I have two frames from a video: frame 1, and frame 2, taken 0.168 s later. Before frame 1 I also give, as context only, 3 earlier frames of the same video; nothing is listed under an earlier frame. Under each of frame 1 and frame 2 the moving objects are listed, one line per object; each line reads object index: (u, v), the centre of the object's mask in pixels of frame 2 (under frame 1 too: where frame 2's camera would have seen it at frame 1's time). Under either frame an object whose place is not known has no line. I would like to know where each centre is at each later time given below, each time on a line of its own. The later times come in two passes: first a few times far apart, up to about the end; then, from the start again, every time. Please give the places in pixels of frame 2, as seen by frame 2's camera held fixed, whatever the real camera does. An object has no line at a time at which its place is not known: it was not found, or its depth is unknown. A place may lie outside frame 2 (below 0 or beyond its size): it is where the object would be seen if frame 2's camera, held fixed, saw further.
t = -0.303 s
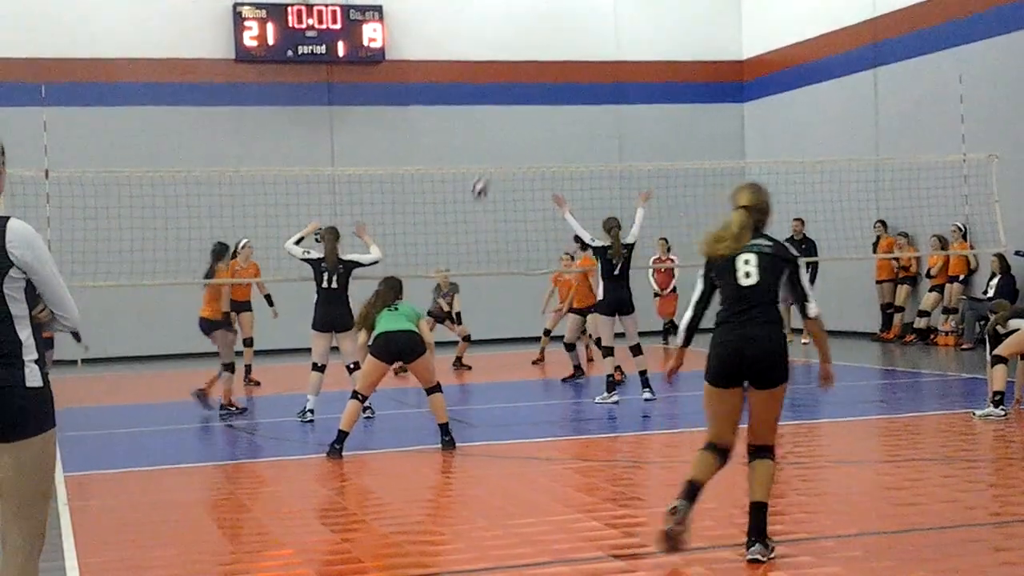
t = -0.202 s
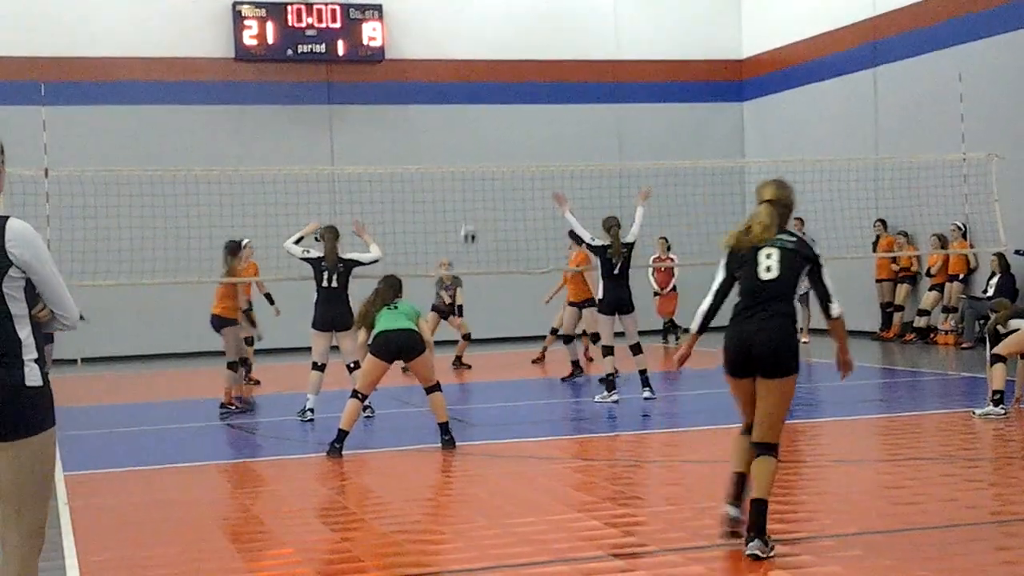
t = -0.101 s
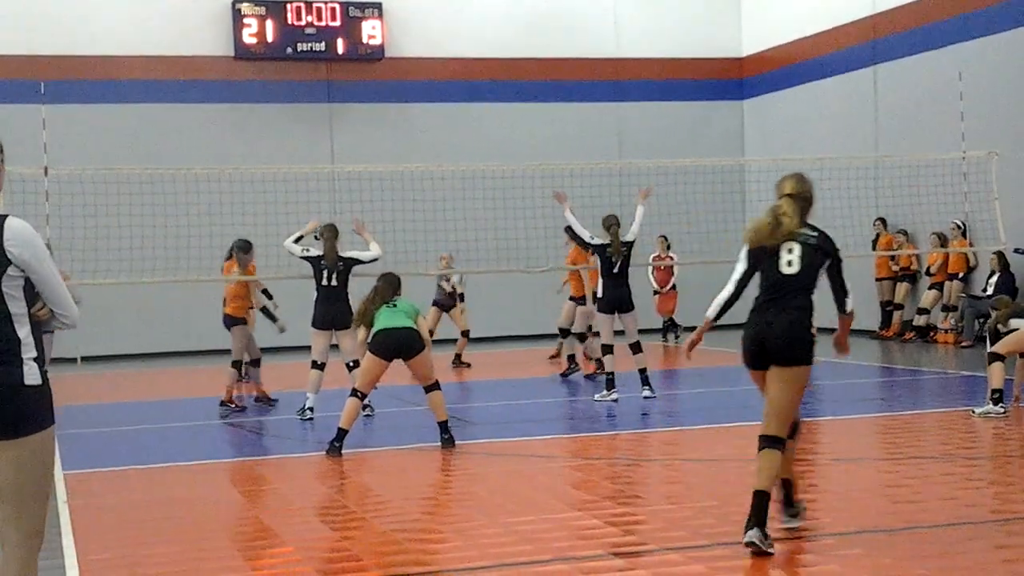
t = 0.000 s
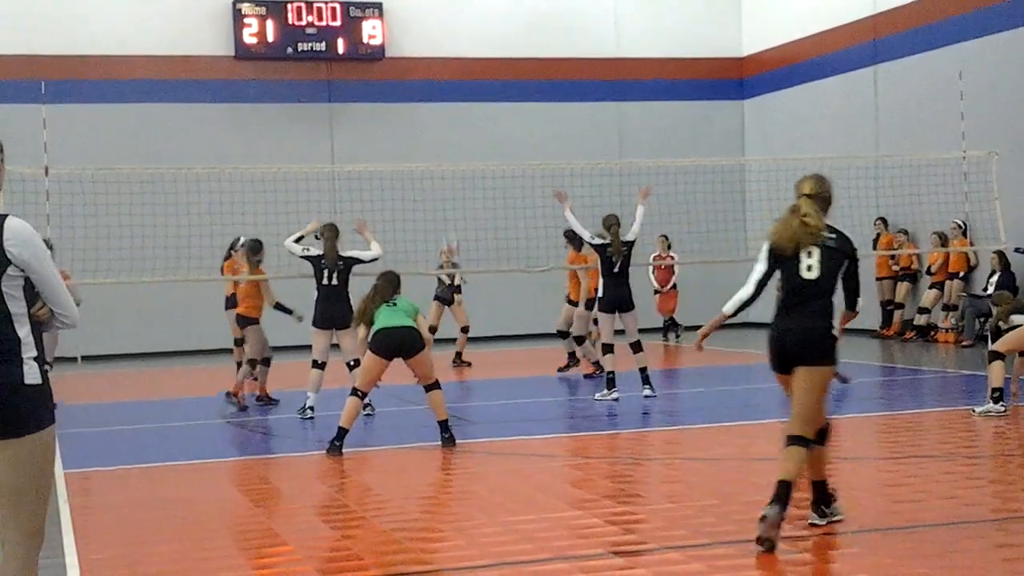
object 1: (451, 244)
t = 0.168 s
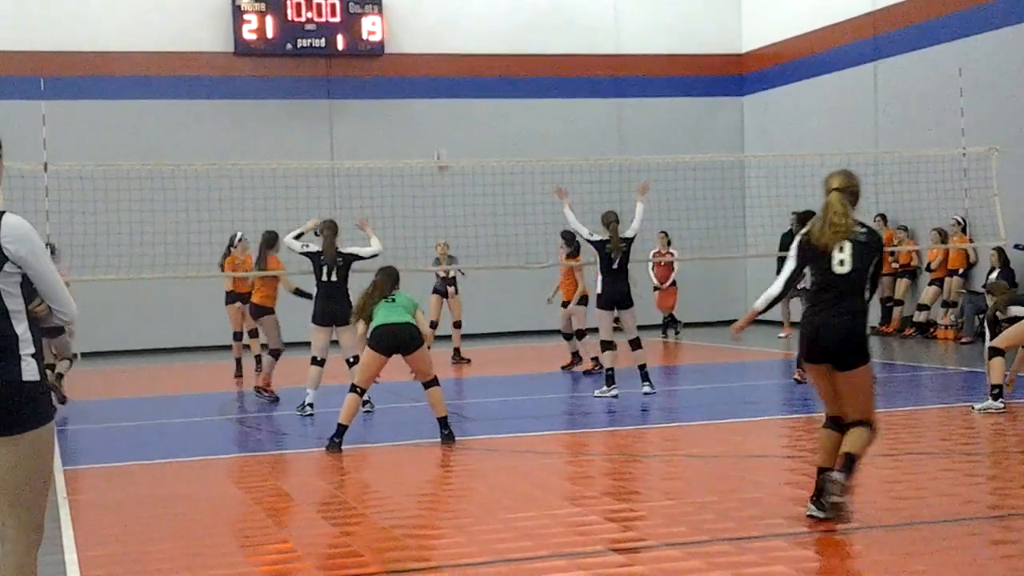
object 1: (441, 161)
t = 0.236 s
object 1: (438, 134)
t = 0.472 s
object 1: (425, 63)
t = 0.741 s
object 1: (412, 36)
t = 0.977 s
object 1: (402, 64)
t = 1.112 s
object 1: (396, 103)
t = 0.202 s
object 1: (440, 147)
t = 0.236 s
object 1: (438, 134)
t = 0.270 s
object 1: (436, 121)
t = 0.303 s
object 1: (435, 110)
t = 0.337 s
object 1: (433, 97)
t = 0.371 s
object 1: (431, 88)
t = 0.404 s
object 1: (429, 77)
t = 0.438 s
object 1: (427, 69)
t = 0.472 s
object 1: (425, 63)
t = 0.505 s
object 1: (424, 57)
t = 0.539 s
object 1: (422, 50)
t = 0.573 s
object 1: (421, 46)
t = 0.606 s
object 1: (419, 43)
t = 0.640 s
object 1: (417, 40)
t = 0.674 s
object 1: (415, 38)
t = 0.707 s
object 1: (414, 37)
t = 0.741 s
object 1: (412, 36)
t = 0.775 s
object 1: (410, 37)
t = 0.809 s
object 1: (409, 39)
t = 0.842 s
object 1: (407, 43)
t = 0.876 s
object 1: (406, 47)
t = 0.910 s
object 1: (404, 51)
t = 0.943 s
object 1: (402, 58)
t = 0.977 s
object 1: (402, 64)
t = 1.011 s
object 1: (400, 72)
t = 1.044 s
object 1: (399, 82)
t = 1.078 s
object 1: (397, 92)
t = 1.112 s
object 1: (396, 103)
